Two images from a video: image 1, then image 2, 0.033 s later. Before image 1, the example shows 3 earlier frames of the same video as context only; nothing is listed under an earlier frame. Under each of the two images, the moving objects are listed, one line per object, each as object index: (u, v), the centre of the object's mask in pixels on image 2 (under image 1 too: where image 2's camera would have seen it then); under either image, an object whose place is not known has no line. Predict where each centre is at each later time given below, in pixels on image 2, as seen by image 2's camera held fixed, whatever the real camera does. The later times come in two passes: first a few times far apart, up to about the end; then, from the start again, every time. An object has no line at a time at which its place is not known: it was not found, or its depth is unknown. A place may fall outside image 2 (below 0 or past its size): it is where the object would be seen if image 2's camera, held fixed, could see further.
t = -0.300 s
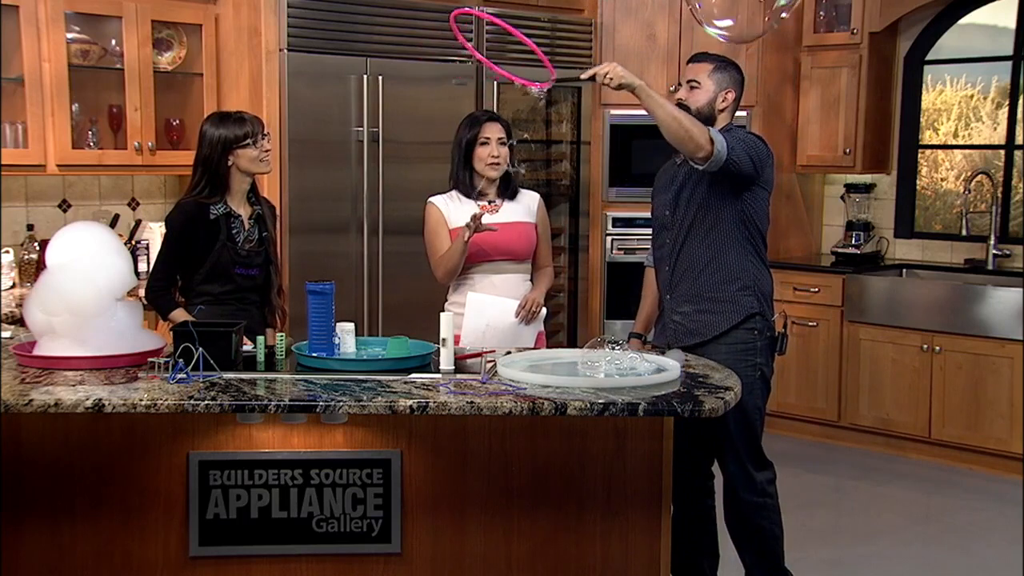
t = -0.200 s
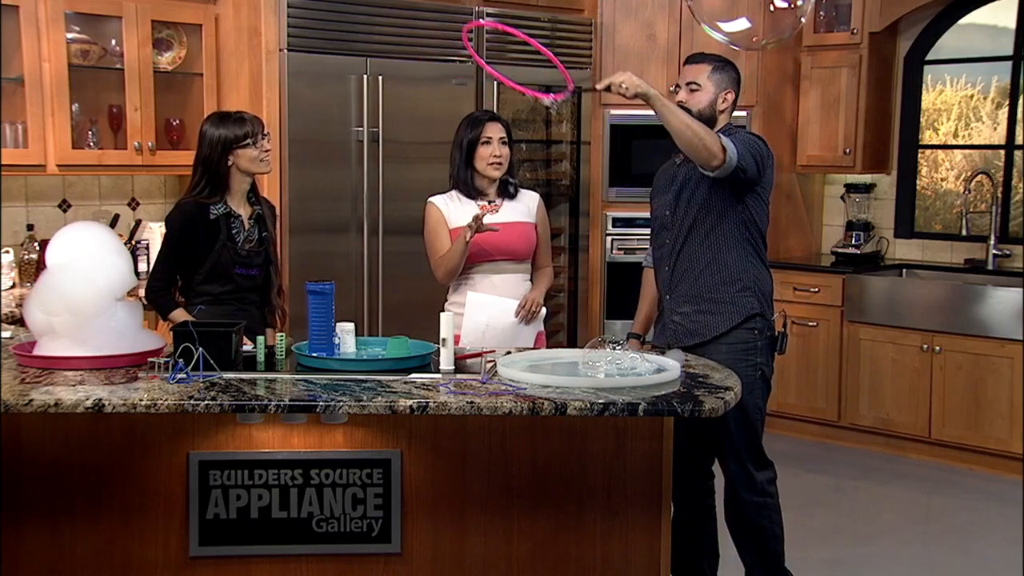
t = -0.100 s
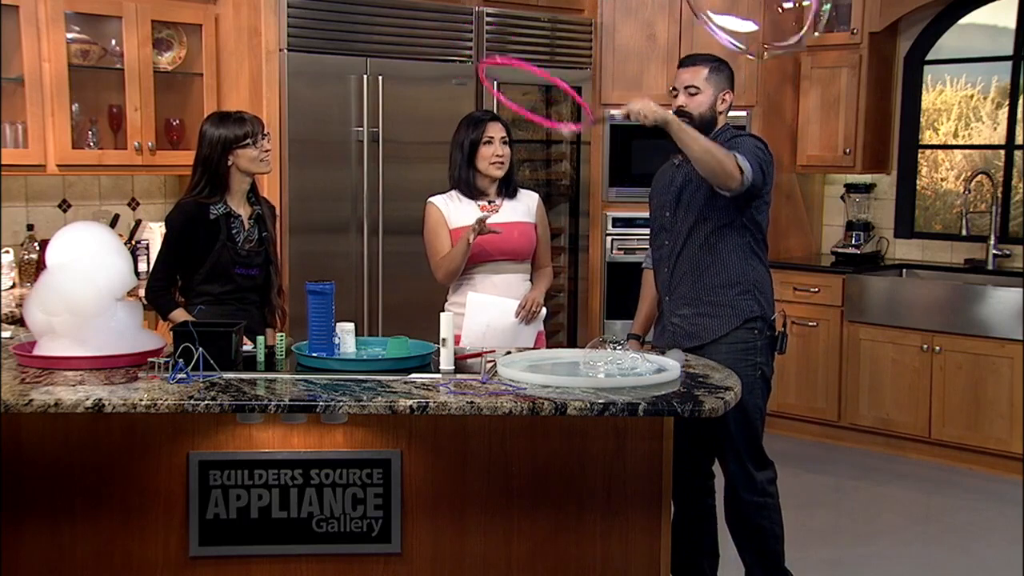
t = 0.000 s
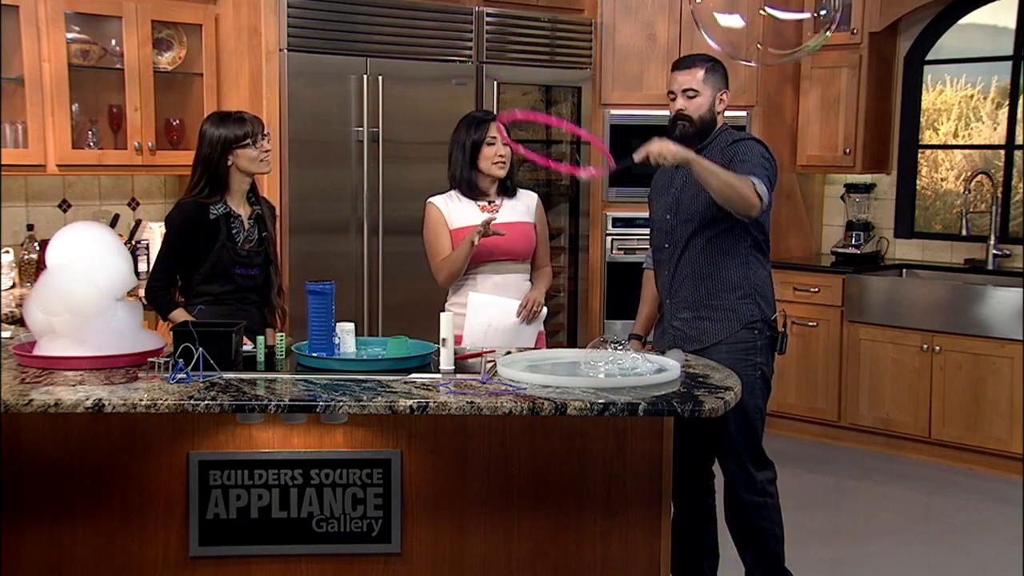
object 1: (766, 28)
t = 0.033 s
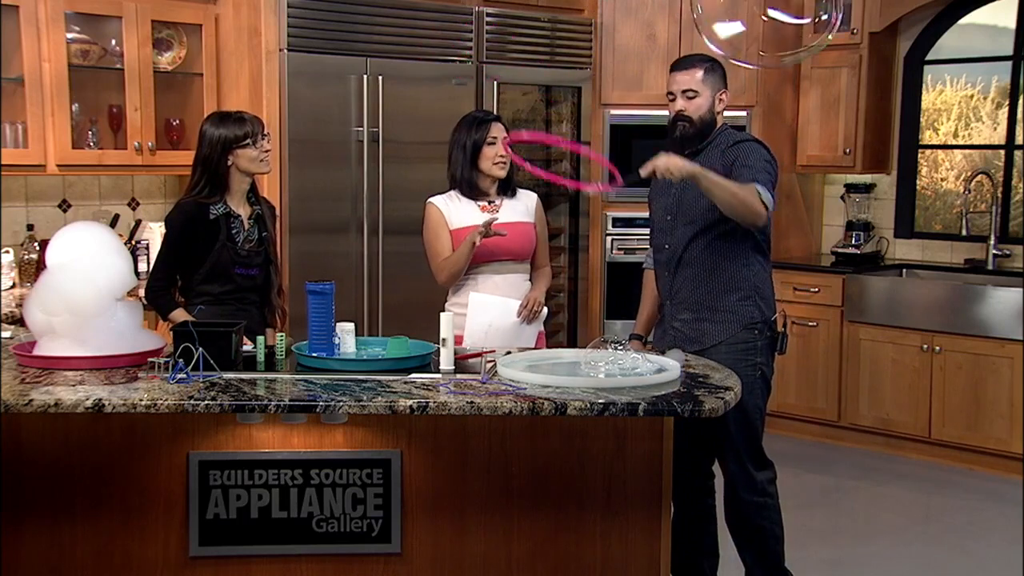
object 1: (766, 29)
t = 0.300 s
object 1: (773, 35)
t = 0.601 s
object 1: (793, 45)
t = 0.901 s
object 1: (813, 60)
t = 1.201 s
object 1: (831, 77)
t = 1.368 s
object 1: (842, 84)
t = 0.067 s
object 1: (767, 30)
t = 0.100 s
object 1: (767, 31)
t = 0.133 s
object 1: (768, 32)
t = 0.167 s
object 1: (768, 33)
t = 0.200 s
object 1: (768, 34)
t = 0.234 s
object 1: (769, 34)
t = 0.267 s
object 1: (771, 35)
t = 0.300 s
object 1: (773, 35)
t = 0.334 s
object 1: (775, 36)
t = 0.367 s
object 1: (777, 37)
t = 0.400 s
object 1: (779, 38)
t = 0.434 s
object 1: (781, 39)
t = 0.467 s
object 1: (784, 41)
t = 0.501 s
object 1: (786, 42)
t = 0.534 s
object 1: (789, 44)
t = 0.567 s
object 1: (791, 44)
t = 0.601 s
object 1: (793, 45)
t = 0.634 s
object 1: (793, 47)
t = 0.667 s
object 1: (794, 48)
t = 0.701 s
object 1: (796, 49)
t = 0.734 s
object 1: (798, 50)
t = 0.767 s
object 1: (801, 52)
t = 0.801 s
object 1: (804, 54)
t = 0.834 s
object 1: (806, 56)
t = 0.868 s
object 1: (810, 58)
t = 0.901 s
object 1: (813, 60)
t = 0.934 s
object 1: (816, 62)
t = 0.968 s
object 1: (818, 64)
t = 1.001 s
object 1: (819, 67)
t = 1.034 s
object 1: (821, 68)
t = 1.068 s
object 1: (823, 70)
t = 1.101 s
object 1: (824, 72)
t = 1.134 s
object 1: (826, 74)
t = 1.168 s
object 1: (828, 75)
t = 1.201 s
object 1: (831, 77)
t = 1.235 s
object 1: (833, 78)
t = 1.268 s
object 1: (835, 80)
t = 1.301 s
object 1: (838, 81)
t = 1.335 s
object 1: (840, 82)
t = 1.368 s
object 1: (842, 84)
